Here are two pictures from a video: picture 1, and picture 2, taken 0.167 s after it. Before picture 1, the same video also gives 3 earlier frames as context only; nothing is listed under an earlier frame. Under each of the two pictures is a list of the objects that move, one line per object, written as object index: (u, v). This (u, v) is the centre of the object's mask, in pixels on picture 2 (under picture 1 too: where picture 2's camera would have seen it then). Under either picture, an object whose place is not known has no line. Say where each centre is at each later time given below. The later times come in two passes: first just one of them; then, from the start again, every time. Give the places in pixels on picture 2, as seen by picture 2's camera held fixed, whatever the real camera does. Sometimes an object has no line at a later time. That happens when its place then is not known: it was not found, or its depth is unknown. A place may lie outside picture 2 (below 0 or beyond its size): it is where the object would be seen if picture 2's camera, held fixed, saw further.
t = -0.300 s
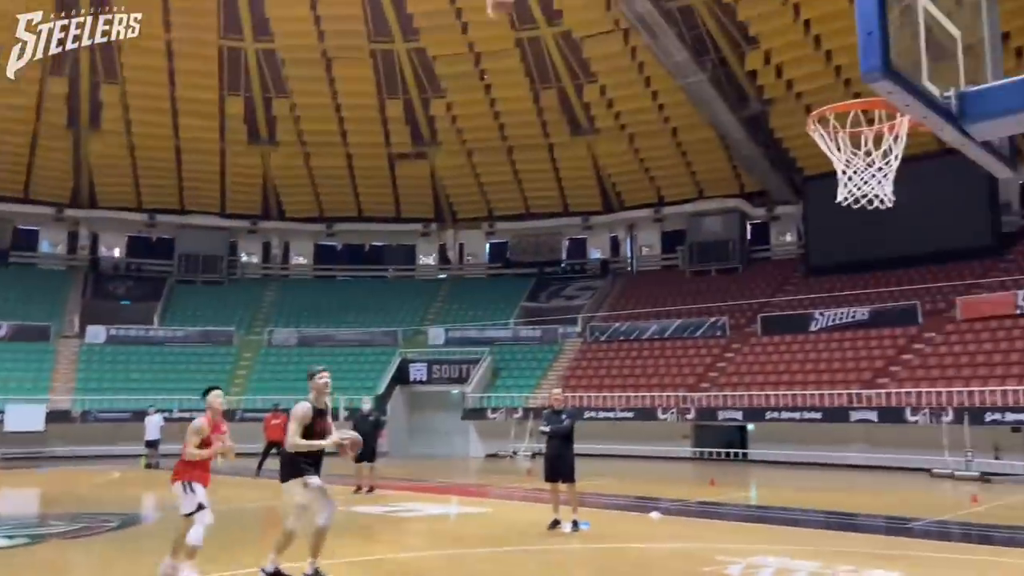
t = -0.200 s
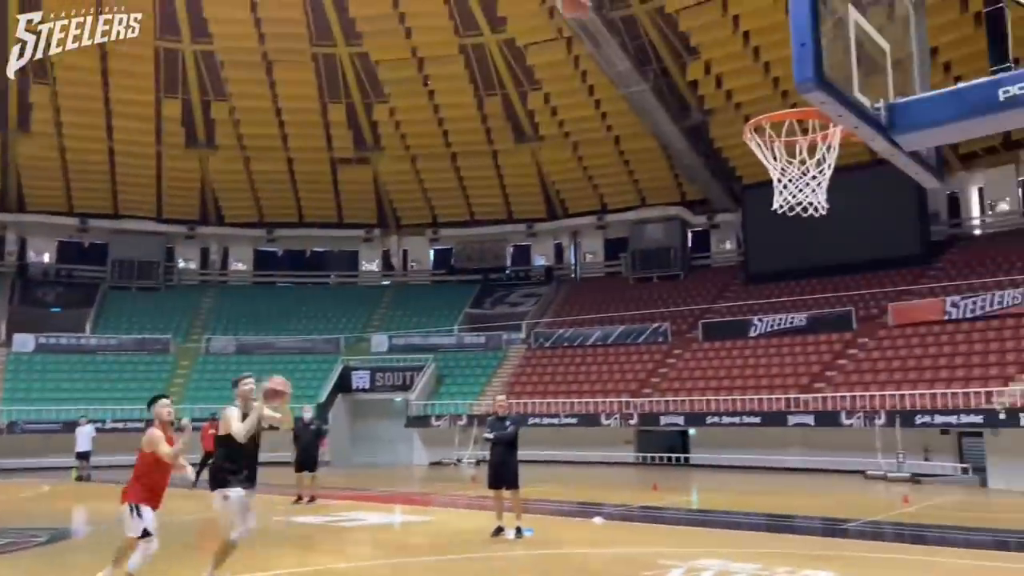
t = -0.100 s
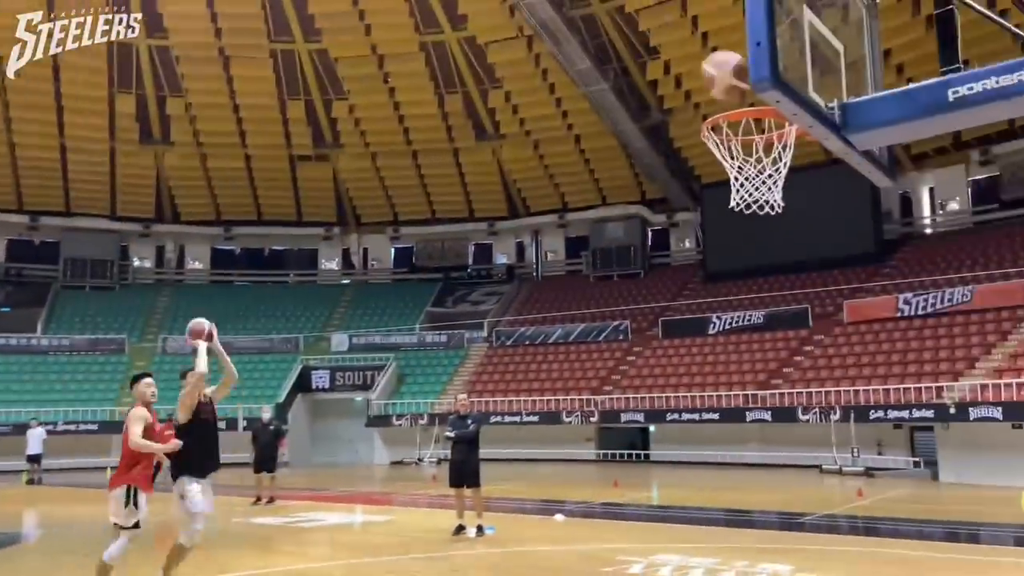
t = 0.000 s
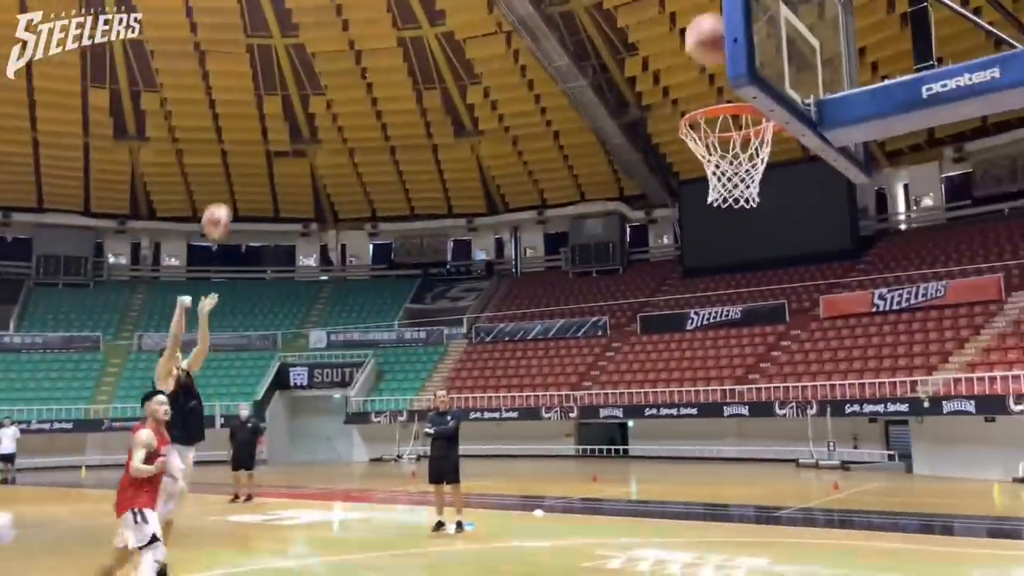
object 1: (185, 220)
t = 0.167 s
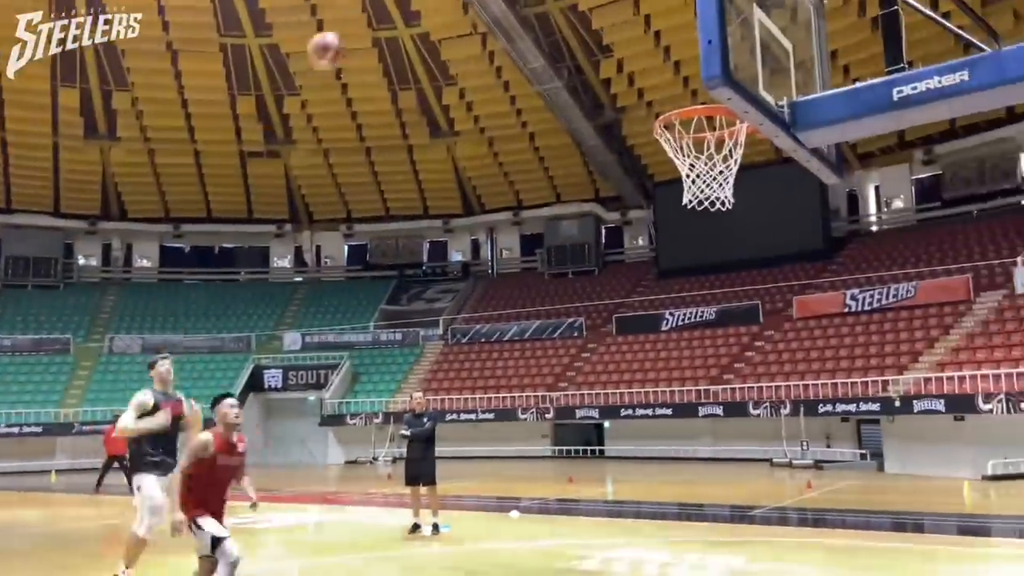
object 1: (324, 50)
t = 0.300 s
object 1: (465, 12)
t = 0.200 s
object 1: (354, 32)
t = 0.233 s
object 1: (393, 18)
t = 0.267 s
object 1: (428, 12)
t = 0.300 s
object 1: (465, 12)
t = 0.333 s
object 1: (518, 21)
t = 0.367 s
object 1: (561, 38)
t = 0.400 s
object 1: (625, 70)
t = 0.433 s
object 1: (675, 96)
